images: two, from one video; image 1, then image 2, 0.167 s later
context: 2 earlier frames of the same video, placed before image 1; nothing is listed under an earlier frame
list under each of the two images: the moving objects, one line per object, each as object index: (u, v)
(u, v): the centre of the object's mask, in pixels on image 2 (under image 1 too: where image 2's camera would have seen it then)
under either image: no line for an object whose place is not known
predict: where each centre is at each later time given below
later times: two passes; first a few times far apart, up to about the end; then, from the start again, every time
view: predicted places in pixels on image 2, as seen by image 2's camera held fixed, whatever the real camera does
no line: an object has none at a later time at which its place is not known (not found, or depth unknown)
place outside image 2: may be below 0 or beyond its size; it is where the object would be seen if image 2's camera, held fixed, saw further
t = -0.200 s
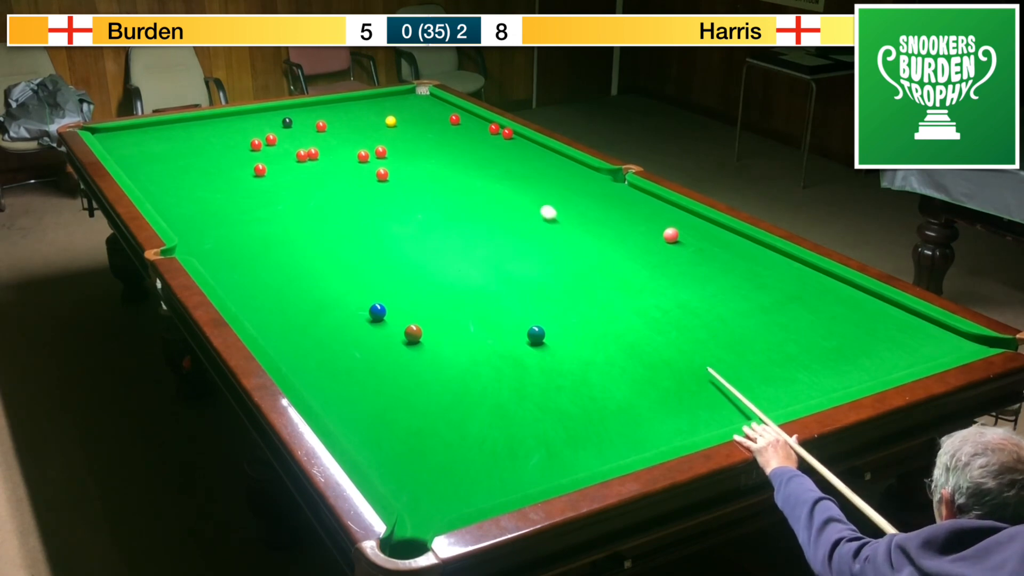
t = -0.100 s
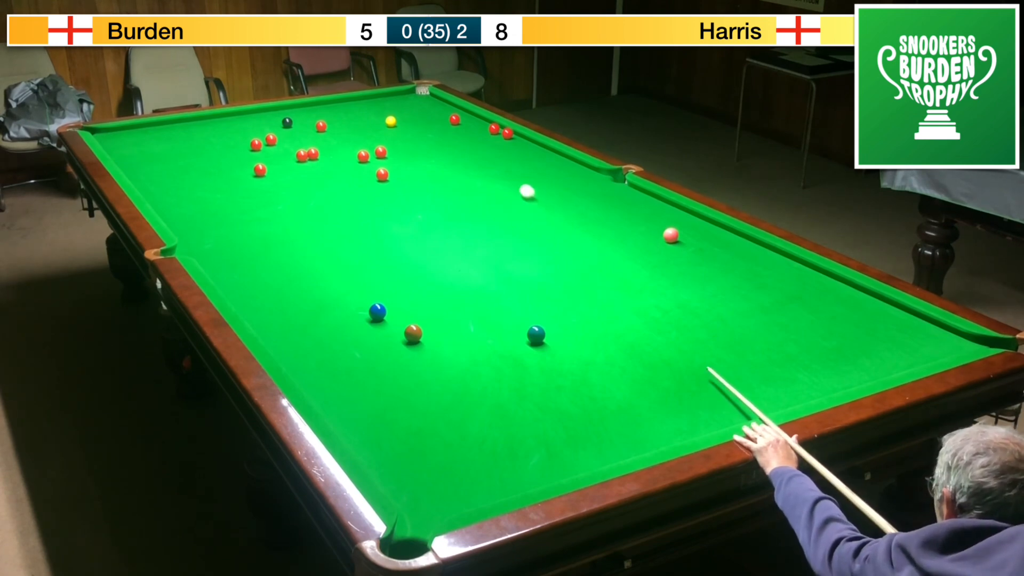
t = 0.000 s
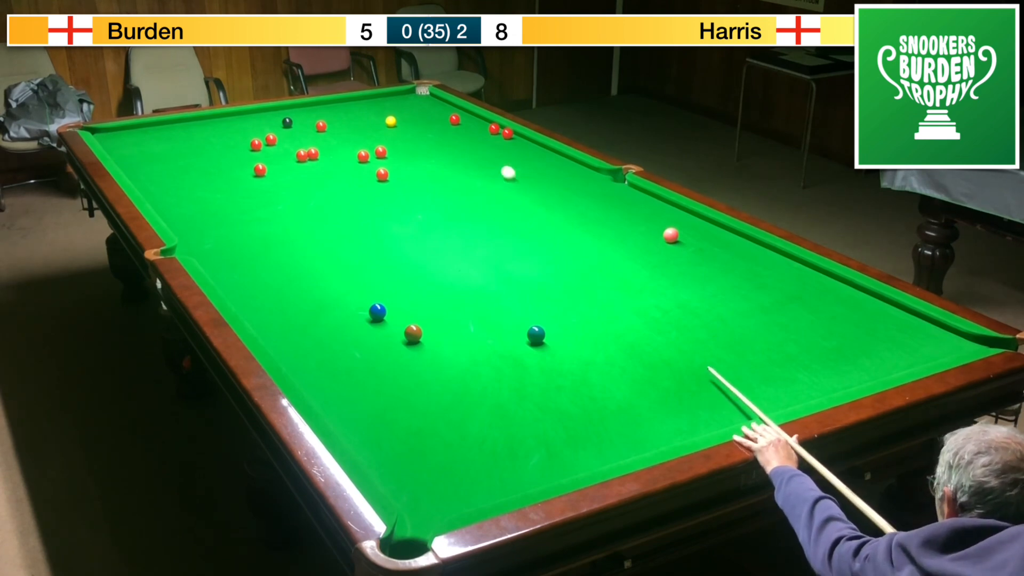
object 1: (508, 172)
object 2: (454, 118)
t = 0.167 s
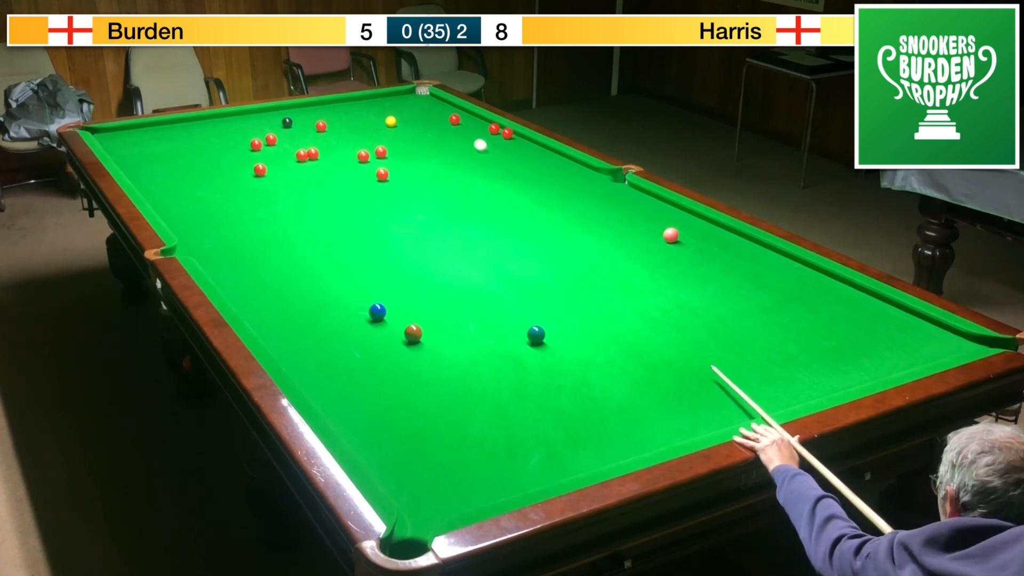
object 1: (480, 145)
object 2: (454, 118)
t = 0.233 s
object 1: (470, 135)
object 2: (454, 118)
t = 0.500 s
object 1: (453, 120)
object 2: (438, 101)
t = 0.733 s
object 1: (444, 113)
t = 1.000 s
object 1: (435, 105)
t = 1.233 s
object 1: (424, 105)
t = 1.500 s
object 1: (411, 107)
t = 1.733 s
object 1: (401, 108)
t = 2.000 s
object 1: (390, 109)
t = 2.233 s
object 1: (381, 111)
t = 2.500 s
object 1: (373, 112)
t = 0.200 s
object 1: (475, 140)
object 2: (454, 118)
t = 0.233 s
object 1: (470, 135)
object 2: (454, 118)
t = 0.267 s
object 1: (466, 130)
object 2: (454, 118)
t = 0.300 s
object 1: (461, 126)
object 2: (454, 117)
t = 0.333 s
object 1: (457, 122)
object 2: (452, 115)
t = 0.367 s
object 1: (456, 122)
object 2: (450, 113)
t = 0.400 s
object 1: (456, 121)
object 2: (447, 110)
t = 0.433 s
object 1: (455, 121)
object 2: (444, 107)
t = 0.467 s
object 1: (454, 120)
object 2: (441, 104)
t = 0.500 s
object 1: (453, 120)
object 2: (438, 101)
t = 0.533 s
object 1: (452, 119)
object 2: (436, 99)
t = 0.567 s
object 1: (451, 118)
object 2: (433, 96)
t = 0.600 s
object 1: (449, 117)
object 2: (428, 94)
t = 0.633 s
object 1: (448, 116)
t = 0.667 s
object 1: (447, 115)
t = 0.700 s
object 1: (446, 114)
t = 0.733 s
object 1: (444, 113)
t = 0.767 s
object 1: (443, 112)
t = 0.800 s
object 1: (442, 111)
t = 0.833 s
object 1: (441, 109)
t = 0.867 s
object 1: (440, 109)
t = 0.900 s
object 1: (439, 108)
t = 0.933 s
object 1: (437, 107)
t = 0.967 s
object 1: (436, 106)
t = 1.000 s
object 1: (435, 105)
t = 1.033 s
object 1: (434, 104)
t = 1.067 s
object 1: (433, 103)
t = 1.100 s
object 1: (431, 103)
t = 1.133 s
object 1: (429, 104)
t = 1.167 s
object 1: (428, 104)
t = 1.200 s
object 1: (426, 105)
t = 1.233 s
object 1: (424, 105)
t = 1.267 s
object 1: (422, 105)
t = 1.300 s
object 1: (421, 105)
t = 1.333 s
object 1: (419, 106)
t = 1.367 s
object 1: (417, 106)
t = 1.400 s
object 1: (416, 106)
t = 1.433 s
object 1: (414, 106)
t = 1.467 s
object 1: (413, 107)
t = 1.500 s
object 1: (411, 107)
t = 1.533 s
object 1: (409, 107)
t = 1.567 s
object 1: (408, 107)
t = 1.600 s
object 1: (406, 107)
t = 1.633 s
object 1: (405, 107)
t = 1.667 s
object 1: (404, 108)
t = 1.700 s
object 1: (402, 108)
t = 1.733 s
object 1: (401, 108)
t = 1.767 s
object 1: (399, 108)
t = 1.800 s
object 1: (398, 109)
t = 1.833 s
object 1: (396, 109)
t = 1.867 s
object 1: (395, 109)
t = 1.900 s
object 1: (394, 109)
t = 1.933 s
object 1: (392, 109)
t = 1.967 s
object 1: (391, 109)
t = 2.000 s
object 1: (390, 109)
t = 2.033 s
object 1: (388, 110)
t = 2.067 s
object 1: (387, 110)
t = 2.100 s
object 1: (386, 110)
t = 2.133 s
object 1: (385, 110)
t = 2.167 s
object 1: (384, 110)
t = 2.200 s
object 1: (382, 111)
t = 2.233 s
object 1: (381, 111)
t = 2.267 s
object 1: (380, 111)
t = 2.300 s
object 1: (379, 111)
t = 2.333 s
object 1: (378, 111)
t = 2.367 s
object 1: (377, 111)
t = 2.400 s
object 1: (376, 112)
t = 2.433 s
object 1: (375, 112)
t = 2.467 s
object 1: (374, 112)
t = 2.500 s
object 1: (373, 112)
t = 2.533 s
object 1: (372, 112)
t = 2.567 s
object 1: (371, 112)
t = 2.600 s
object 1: (370, 112)
